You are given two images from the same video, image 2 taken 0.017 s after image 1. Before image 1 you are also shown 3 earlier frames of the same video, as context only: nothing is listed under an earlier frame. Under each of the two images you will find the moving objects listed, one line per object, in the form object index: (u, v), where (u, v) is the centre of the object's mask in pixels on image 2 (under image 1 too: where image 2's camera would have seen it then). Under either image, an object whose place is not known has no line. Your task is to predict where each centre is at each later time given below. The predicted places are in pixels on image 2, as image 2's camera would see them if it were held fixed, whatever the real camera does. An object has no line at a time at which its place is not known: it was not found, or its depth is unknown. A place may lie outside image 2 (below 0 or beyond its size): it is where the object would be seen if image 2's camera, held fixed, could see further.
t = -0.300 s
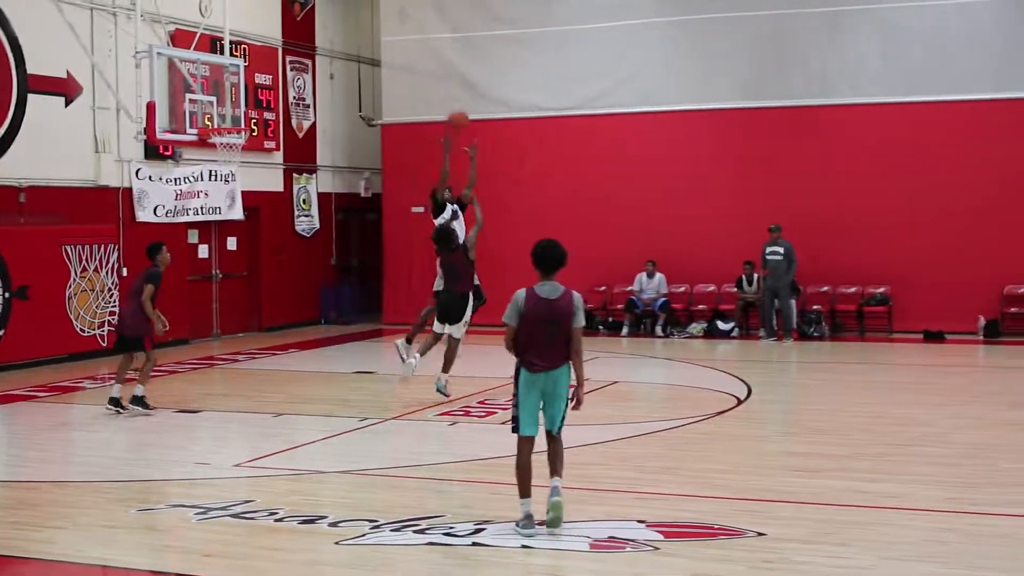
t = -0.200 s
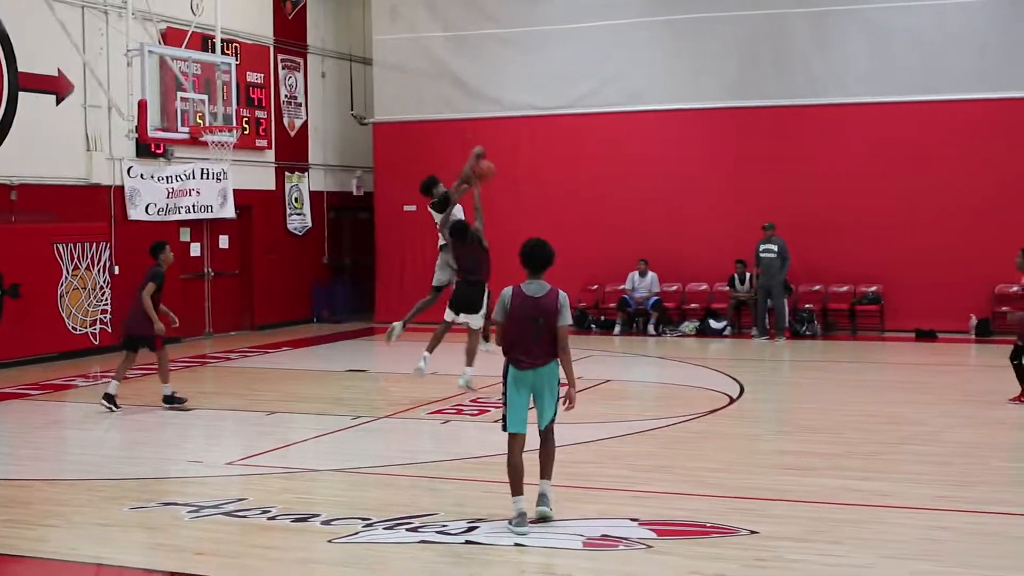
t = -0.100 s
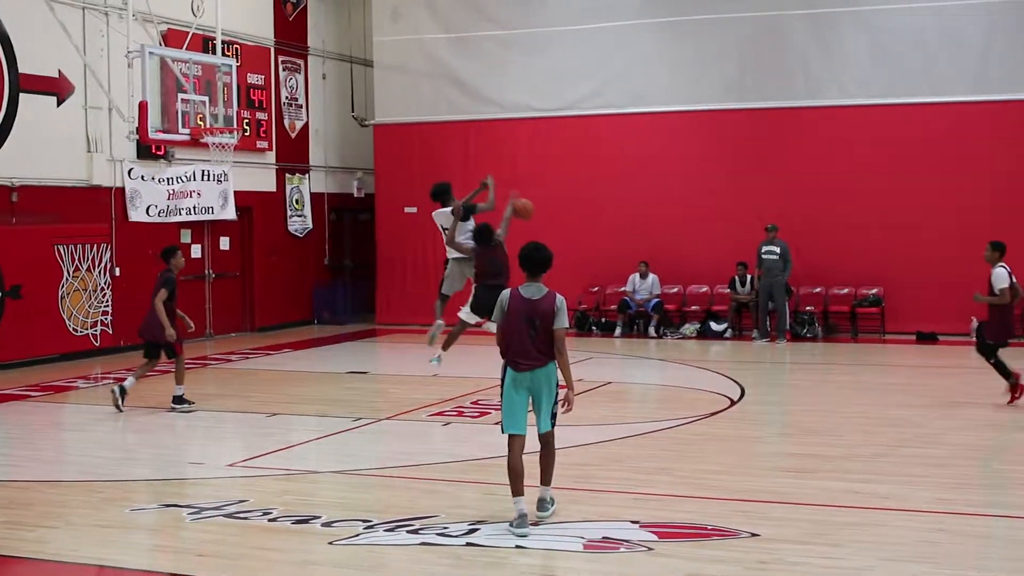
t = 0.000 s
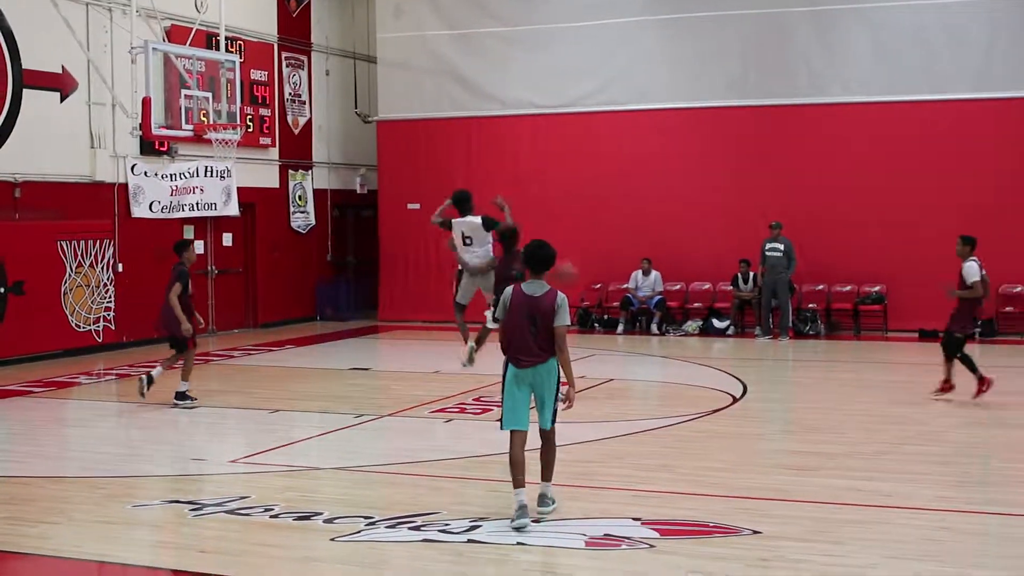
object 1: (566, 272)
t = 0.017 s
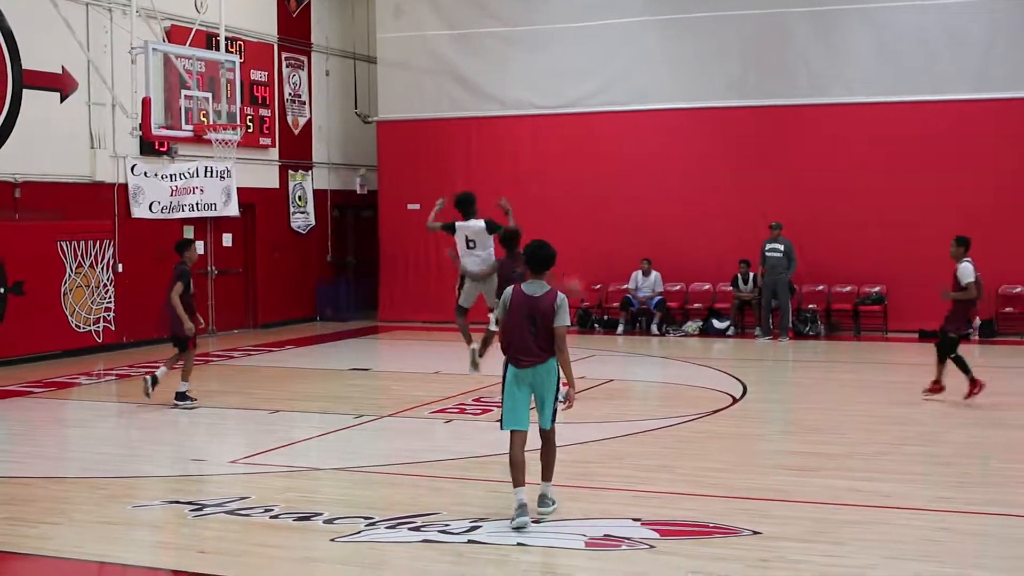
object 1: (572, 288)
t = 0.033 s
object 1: (583, 309)
